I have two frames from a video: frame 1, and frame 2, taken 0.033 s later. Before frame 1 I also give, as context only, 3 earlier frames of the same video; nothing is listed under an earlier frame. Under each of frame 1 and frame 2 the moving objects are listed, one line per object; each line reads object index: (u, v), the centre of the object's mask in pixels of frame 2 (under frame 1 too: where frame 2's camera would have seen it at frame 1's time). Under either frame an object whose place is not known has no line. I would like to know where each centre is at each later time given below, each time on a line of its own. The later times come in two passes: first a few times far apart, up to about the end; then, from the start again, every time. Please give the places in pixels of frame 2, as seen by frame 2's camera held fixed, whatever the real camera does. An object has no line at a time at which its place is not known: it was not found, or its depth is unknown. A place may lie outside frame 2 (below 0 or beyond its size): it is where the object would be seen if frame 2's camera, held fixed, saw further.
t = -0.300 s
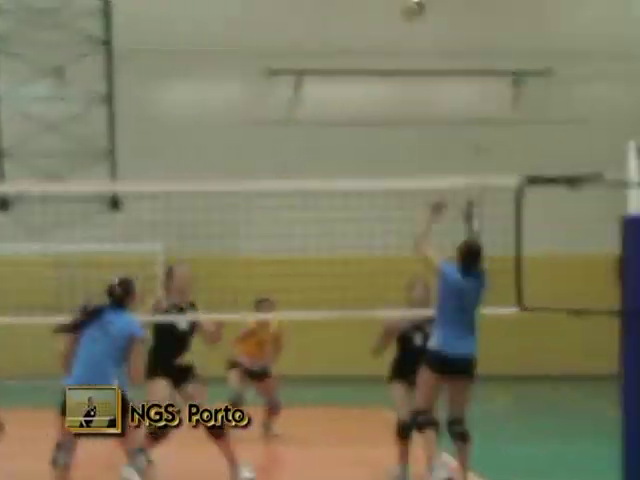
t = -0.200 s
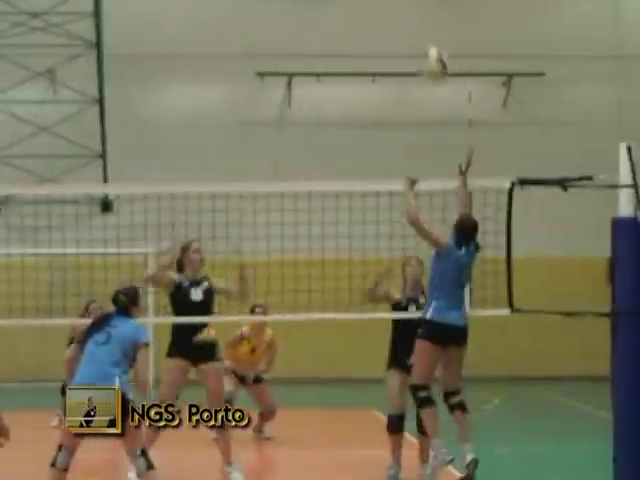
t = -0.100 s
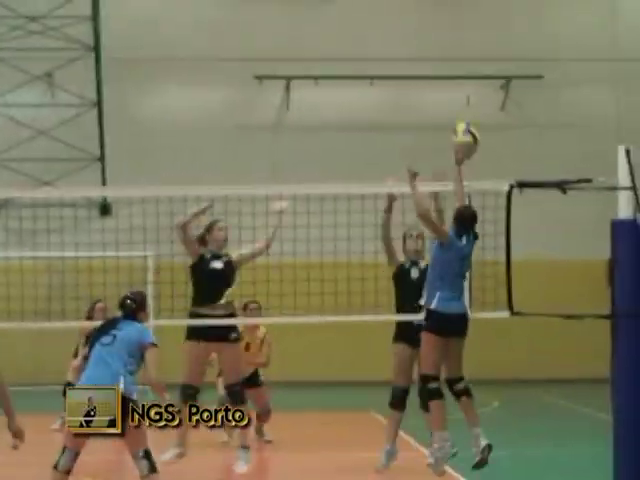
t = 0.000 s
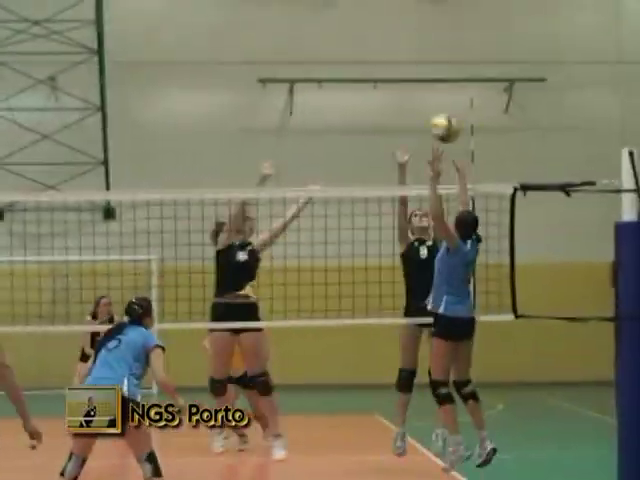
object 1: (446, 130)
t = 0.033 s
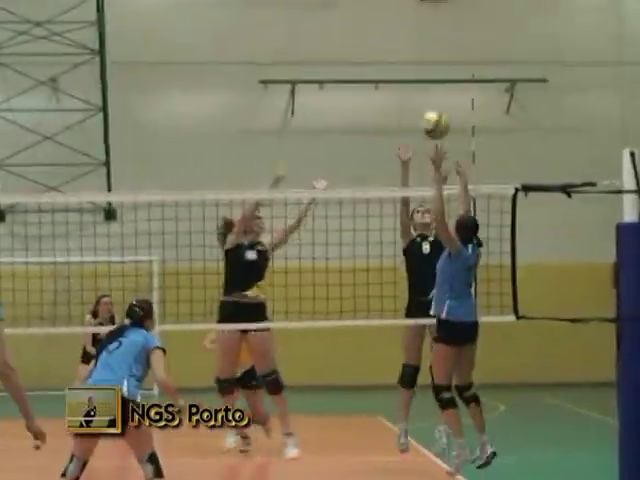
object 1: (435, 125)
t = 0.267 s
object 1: (370, 137)
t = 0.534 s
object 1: (304, 229)
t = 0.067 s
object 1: (424, 122)
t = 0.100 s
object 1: (415, 121)
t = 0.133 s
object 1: (405, 121)
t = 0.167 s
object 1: (395, 123)
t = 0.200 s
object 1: (386, 126)
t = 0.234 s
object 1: (378, 131)
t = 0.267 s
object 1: (370, 137)
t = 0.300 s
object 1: (360, 144)
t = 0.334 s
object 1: (351, 152)
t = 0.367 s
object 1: (342, 162)
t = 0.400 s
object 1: (334, 173)
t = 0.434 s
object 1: (324, 180)
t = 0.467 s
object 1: (319, 200)
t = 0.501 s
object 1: (311, 214)
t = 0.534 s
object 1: (304, 229)
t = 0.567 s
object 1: (297, 245)
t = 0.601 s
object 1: (290, 262)
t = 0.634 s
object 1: (282, 281)
